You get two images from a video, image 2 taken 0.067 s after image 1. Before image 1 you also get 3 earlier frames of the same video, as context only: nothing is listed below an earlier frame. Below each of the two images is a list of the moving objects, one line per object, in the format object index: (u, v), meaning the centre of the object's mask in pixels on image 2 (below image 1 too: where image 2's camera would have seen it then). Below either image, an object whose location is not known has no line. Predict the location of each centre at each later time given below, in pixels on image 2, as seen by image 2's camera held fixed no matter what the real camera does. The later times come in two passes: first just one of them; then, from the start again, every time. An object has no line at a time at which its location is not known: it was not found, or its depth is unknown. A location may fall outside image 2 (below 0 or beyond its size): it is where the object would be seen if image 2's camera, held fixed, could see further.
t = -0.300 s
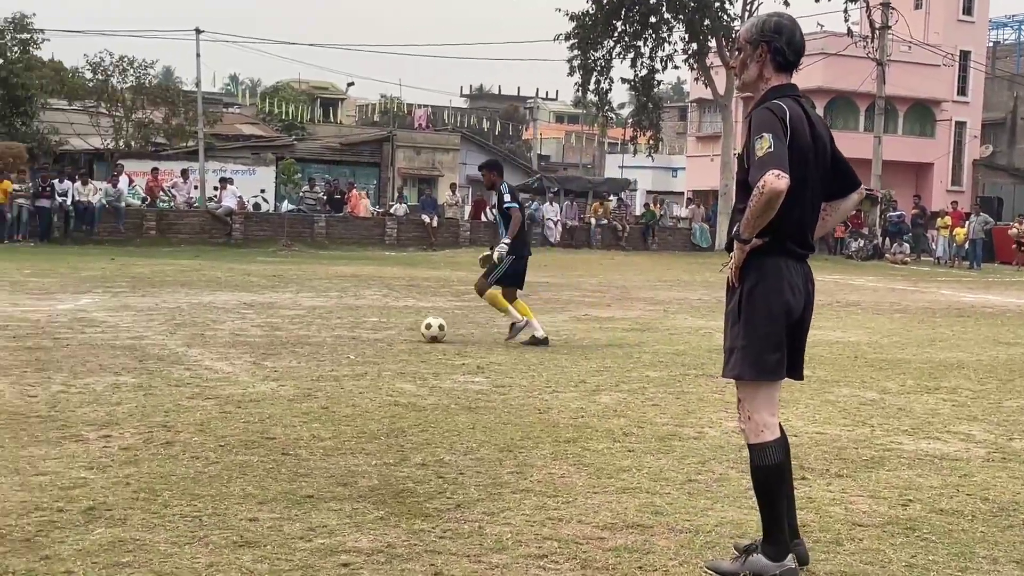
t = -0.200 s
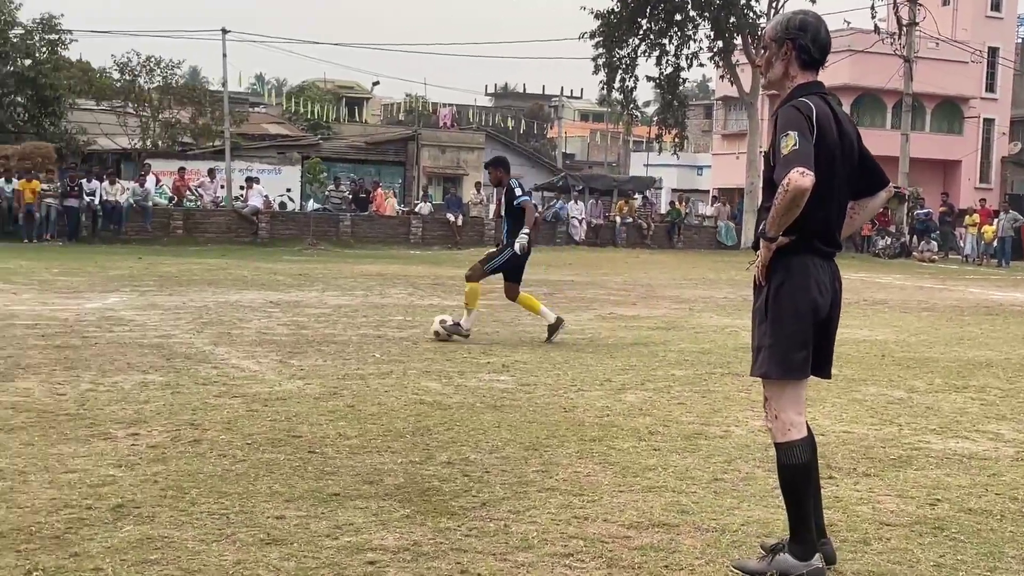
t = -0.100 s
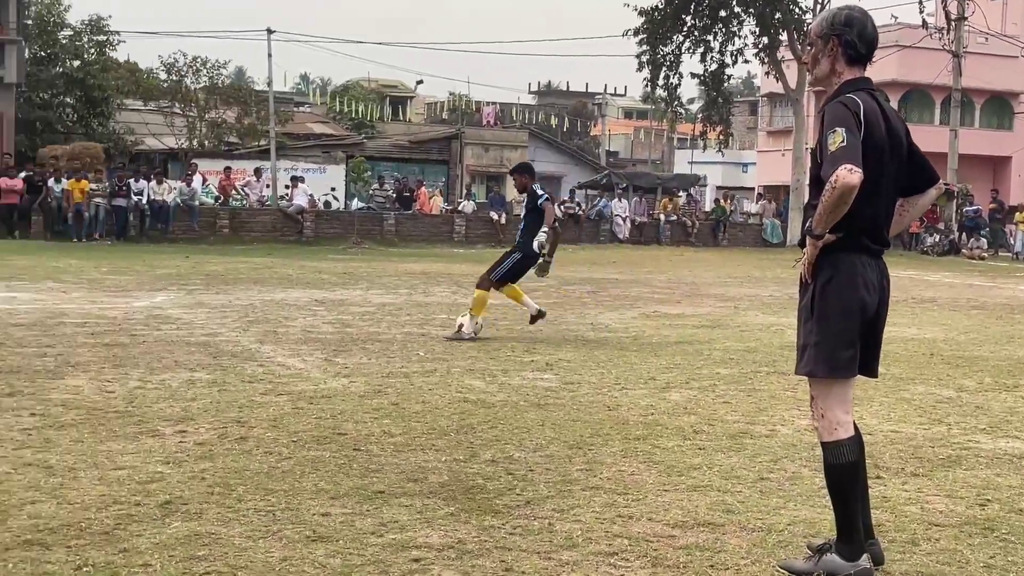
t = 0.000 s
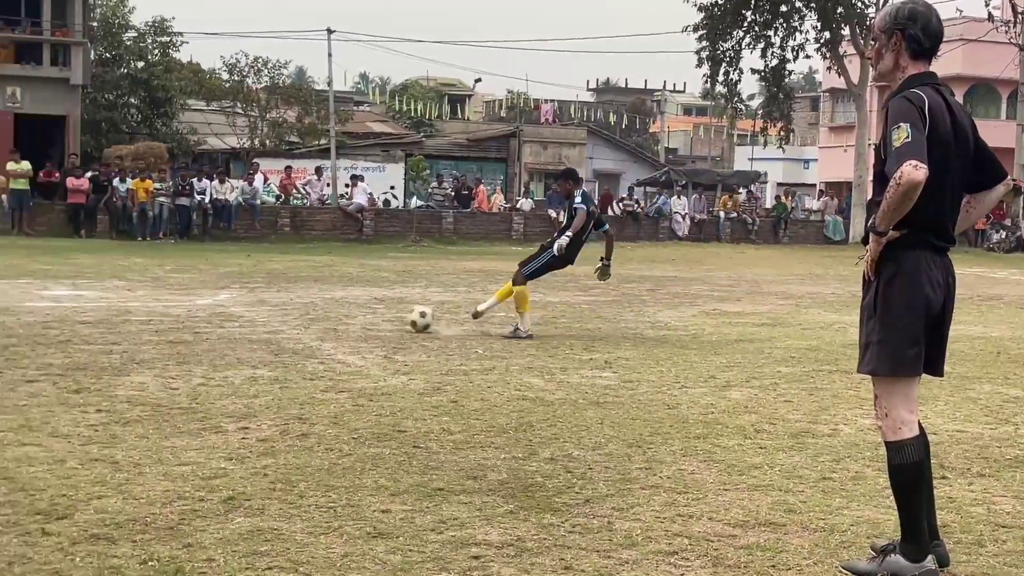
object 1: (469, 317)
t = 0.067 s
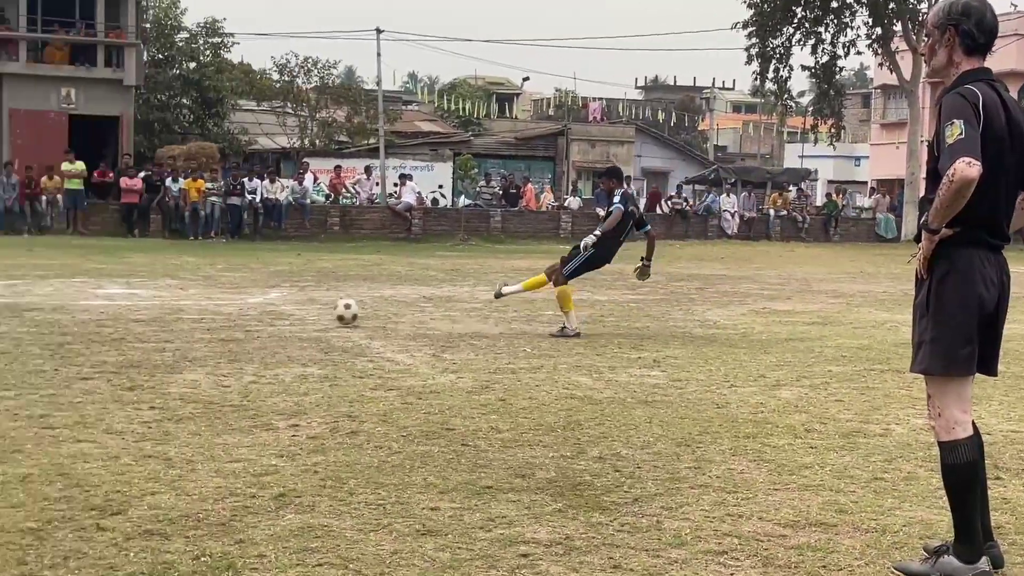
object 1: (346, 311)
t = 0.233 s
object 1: (60, 295)
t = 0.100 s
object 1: (285, 311)
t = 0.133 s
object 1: (224, 312)
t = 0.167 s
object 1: (165, 311)
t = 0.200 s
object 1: (112, 302)
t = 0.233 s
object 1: (60, 295)
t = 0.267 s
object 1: (8, 288)
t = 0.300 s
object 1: (-45, 283)
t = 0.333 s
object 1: (-99, 280)
